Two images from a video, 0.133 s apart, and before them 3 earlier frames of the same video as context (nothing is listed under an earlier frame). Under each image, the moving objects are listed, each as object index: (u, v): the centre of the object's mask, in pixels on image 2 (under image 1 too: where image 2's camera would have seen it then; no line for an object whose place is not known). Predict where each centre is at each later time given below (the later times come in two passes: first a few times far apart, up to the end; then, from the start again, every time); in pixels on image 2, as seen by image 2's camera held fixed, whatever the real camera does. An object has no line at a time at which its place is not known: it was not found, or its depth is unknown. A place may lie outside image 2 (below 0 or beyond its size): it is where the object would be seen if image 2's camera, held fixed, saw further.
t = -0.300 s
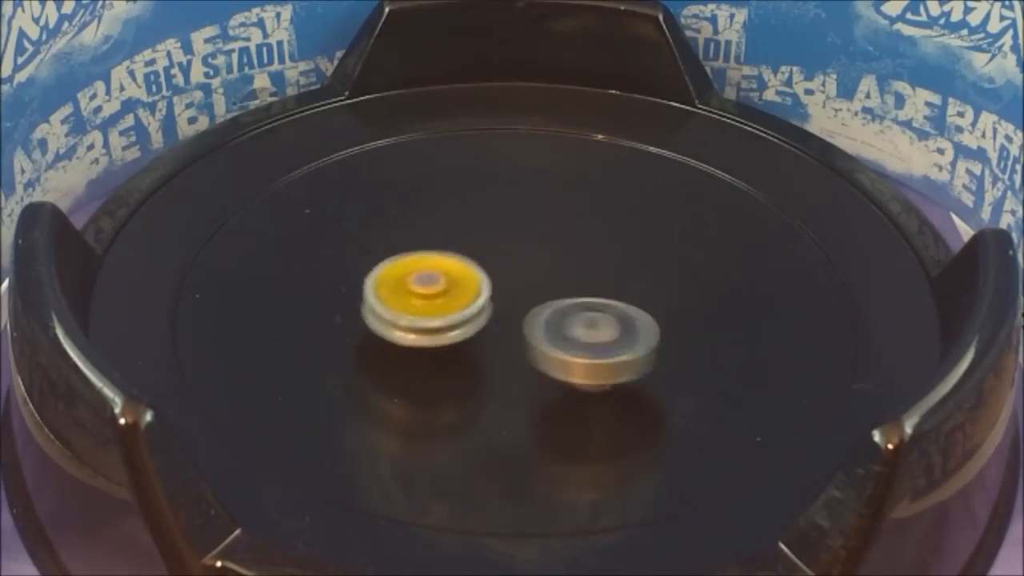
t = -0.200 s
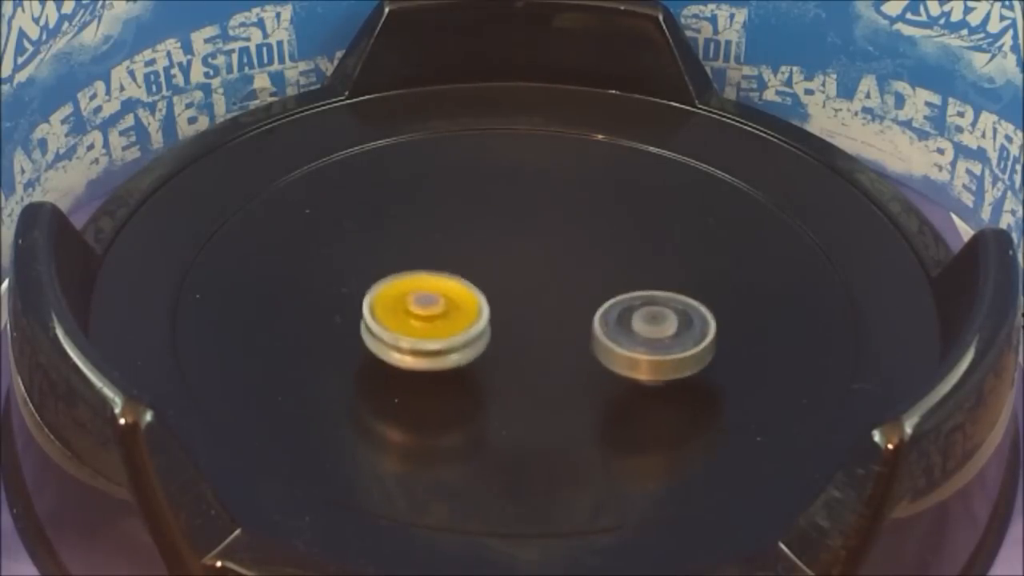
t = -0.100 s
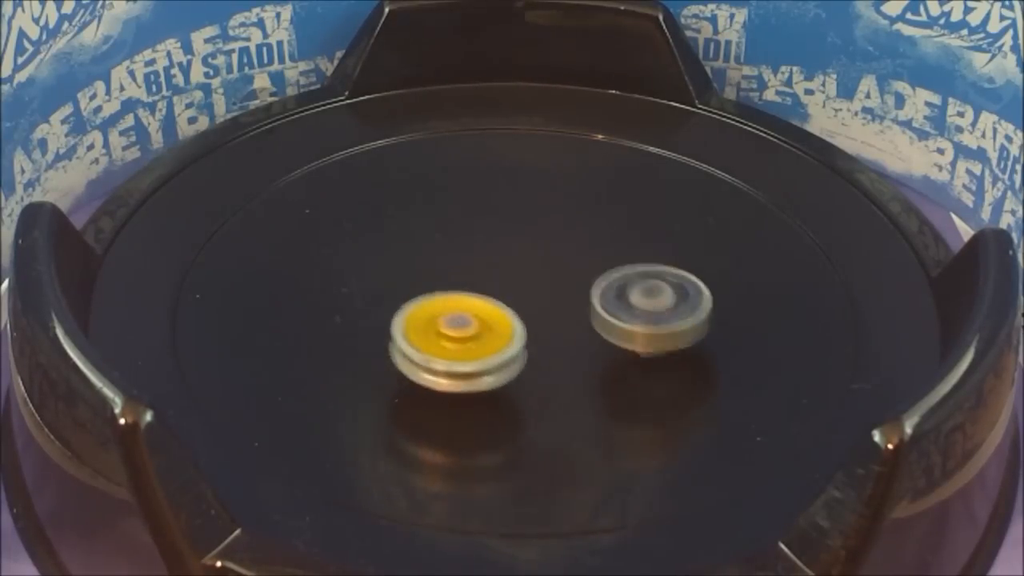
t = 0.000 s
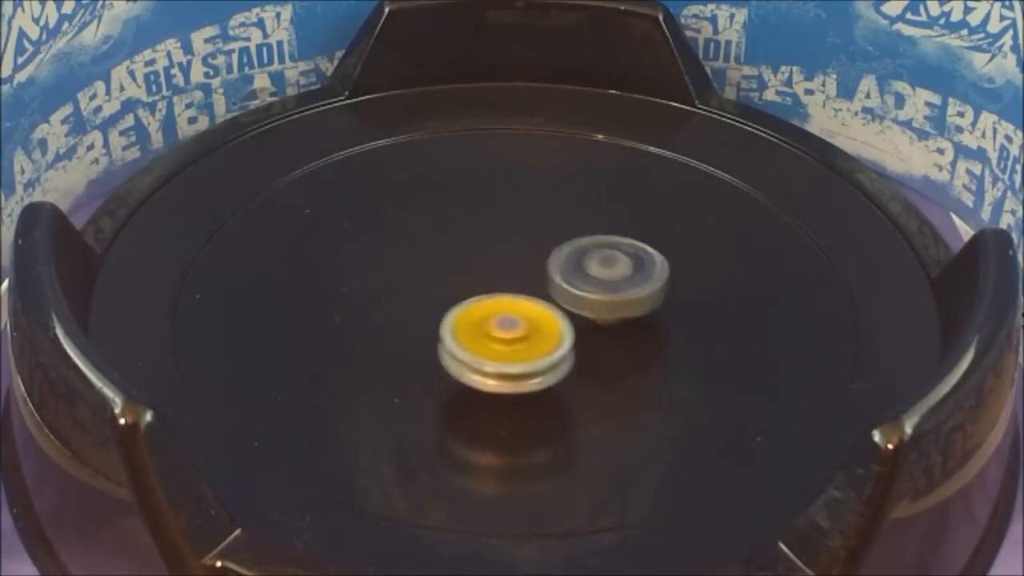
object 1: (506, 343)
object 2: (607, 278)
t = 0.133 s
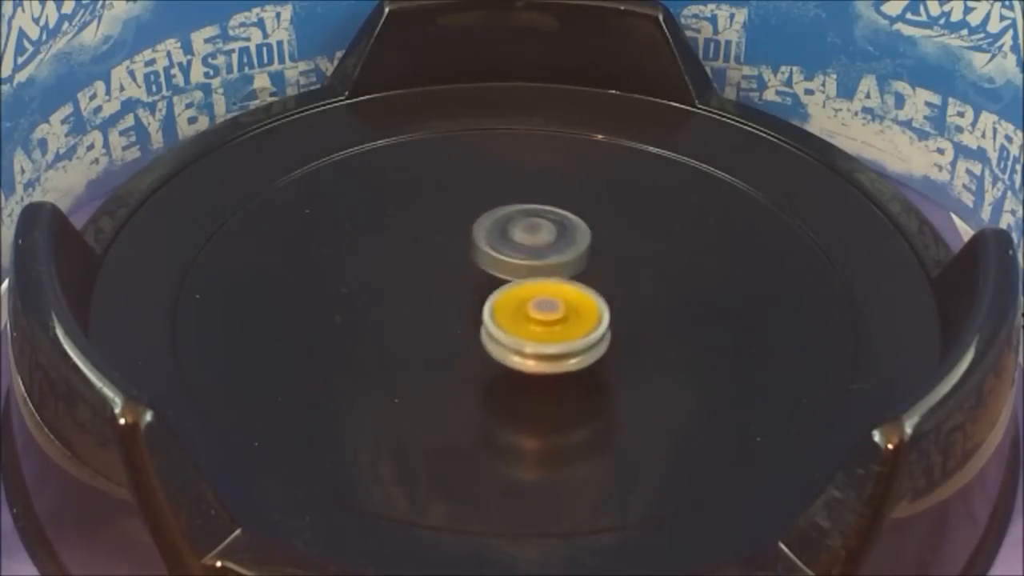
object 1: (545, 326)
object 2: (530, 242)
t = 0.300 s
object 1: (532, 293)
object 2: (427, 247)
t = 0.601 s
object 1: (513, 287)
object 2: (357, 333)
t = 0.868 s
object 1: (523, 266)
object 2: (517, 372)
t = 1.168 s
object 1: (467, 248)
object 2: (591, 281)
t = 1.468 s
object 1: (415, 310)
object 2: (573, 228)
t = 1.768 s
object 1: (553, 327)
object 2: (479, 237)
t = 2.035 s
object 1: (586, 259)
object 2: (452, 252)
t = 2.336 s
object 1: (554, 233)
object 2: (415, 289)
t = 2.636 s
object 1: (561, 262)
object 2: (478, 324)
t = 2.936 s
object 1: (605, 267)
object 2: (505, 315)
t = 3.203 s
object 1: (595, 263)
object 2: (485, 307)
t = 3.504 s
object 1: (598, 286)
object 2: (463, 313)
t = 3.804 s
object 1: (629, 293)
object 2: (437, 307)
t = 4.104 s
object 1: (608, 304)
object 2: (428, 306)
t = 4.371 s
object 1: (619, 293)
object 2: (397, 288)
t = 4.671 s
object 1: (590, 309)
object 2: (439, 291)
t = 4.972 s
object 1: (562, 319)
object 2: (454, 275)
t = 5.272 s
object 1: (543, 335)
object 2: (488, 257)
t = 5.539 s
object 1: (526, 338)
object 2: (517, 254)
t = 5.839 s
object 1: (488, 340)
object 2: (552, 250)
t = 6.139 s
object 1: (479, 340)
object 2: (549, 272)
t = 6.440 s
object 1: (447, 334)
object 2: (566, 270)
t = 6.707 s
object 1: (415, 314)
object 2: (577, 278)
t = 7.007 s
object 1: (417, 292)
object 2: (549, 292)
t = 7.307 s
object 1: (410, 271)
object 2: (565, 301)
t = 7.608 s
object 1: (443, 249)
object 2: (565, 309)
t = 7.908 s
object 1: (485, 240)
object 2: (541, 315)
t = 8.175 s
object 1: (529, 223)
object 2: (517, 346)
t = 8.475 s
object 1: (536, 228)
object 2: (526, 333)
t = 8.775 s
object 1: (582, 267)
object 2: (497, 335)
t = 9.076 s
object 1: (621, 299)
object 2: (476, 308)
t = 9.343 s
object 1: (619, 316)
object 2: (466, 298)
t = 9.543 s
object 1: (588, 333)
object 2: (457, 287)
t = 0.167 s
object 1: (549, 319)
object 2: (510, 238)
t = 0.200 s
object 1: (549, 312)
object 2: (488, 237)
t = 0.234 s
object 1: (546, 305)
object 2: (467, 238)
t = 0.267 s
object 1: (540, 298)
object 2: (445, 241)
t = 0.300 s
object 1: (532, 293)
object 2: (427, 247)
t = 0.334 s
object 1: (522, 288)
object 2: (411, 255)
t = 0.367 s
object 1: (522, 289)
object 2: (384, 259)
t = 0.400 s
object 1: (520, 288)
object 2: (362, 264)
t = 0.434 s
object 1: (519, 288)
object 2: (347, 271)
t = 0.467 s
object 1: (518, 287)
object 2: (338, 282)
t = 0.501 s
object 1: (517, 286)
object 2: (334, 295)
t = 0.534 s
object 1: (516, 286)
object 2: (337, 308)
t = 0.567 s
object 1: (515, 286)
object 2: (344, 320)
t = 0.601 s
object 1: (513, 287)
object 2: (357, 333)
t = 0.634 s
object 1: (512, 287)
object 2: (375, 344)
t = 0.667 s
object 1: (511, 288)
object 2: (397, 351)
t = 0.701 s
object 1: (512, 289)
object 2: (420, 356)
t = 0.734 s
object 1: (514, 289)
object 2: (446, 359)
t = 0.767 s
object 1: (516, 287)
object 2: (472, 358)
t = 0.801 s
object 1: (521, 281)
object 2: (487, 364)
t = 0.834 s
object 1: (524, 274)
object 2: (502, 371)
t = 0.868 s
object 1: (523, 266)
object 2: (517, 372)
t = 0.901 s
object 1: (520, 258)
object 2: (533, 370)
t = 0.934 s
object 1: (515, 251)
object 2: (551, 364)
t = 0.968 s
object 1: (508, 245)
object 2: (567, 356)
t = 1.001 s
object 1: (501, 241)
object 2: (581, 346)
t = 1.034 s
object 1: (493, 239)
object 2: (591, 333)
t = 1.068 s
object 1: (485, 239)
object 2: (597, 321)
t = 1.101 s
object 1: (477, 240)
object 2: (599, 307)
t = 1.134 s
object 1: (471, 243)
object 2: (597, 294)
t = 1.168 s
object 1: (467, 248)
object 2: (591, 281)
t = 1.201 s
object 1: (465, 253)
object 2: (582, 268)
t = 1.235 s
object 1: (446, 254)
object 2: (594, 261)
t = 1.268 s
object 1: (430, 258)
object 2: (608, 256)
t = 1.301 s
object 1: (418, 264)
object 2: (616, 252)
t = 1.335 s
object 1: (409, 272)
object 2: (616, 248)
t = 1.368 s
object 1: (404, 281)
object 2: (611, 243)
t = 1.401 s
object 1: (403, 291)
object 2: (601, 238)
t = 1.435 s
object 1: (407, 300)
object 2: (589, 233)
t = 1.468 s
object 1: (415, 310)
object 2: (573, 228)
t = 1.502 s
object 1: (426, 317)
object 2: (557, 227)
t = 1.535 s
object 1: (440, 323)
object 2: (540, 227)
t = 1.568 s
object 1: (457, 328)
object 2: (524, 230)
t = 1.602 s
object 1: (475, 330)
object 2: (510, 237)
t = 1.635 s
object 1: (493, 330)
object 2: (501, 242)
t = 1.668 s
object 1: (511, 329)
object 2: (492, 246)
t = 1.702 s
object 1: (531, 333)
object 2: (487, 243)
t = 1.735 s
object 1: (542, 332)
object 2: (484, 239)
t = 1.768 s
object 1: (553, 327)
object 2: (479, 237)
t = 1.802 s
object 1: (564, 318)
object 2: (476, 238)
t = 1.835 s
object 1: (573, 309)
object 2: (476, 241)
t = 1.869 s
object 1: (578, 299)
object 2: (477, 245)
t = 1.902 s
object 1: (585, 291)
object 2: (475, 248)
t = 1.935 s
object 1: (591, 284)
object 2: (465, 247)
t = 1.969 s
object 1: (592, 275)
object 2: (457, 248)
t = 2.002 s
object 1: (590, 266)
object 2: (453, 249)
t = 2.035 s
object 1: (586, 259)
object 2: (452, 252)
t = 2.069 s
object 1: (579, 252)
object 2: (454, 256)
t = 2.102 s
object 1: (572, 247)
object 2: (455, 262)
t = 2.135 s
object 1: (579, 243)
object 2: (432, 267)
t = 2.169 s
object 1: (578, 240)
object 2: (412, 273)
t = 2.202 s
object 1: (574, 237)
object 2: (400, 277)
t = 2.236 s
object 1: (570, 234)
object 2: (395, 281)
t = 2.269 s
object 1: (565, 232)
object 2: (398, 284)
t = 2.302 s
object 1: (560, 232)
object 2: (405, 286)
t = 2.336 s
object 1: (554, 233)
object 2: (415, 289)
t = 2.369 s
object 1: (548, 235)
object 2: (426, 292)
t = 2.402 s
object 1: (543, 239)
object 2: (438, 294)
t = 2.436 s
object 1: (540, 242)
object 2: (450, 297)
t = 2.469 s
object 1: (541, 247)
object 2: (459, 302)
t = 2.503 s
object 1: (545, 250)
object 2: (459, 310)
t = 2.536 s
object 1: (548, 254)
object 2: (461, 316)
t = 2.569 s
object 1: (552, 257)
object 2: (465, 321)
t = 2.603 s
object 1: (556, 260)
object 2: (471, 323)
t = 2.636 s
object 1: (561, 262)
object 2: (478, 324)
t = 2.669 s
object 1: (566, 264)
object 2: (485, 324)
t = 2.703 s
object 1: (571, 266)
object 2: (492, 323)
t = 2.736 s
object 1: (578, 267)
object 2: (495, 324)
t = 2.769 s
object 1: (584, 268)
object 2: (496, 324)
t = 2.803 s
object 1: (589, 268)
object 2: (498, 324)
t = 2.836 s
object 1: (594, 268)
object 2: (501, 322)
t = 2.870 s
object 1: (597, 267)
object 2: (504, 319)
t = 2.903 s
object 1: (600, 267)
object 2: (507, 317)
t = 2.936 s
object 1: (605, 267)
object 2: (505, 315)
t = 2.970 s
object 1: (609, 265)
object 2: (496, 316)
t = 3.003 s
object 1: (611, 262)
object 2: (490, 316)
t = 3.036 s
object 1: (612, 260)
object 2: (485, 315)
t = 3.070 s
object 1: (611, 259)
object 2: (482, 314)
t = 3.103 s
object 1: (608, 258)
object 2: (481, 312)
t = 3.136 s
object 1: (604, 259)
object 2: (481, 310)
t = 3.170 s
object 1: (600, 260)
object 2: (483, 309)
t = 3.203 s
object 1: (595, 263)
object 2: (485, 307)
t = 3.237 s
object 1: (592, 266)
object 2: (487, 307)
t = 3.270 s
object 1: (592, 269)
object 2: (481, 308)
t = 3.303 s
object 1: (594, 271)
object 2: (471, 311)
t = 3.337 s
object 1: (596, 273)
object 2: (464, 312)
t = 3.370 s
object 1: (598, 275)
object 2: (459, 314)
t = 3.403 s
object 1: (598, 278)
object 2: (457, 314)
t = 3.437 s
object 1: (599, 280)
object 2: (458, 314)
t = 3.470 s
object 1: (599, 283)
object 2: (460, 314)
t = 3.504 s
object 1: (598, 286)
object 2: (463, 313)
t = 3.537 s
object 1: (597, 289)
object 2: (467, 313)
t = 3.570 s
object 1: (595, 292)
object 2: (472, 312)
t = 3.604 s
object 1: (599, 295)
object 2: (470, 311)
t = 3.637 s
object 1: (608, 297)
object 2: (455, 311)
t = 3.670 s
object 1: (615, 296)
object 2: (444, 310)
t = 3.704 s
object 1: (621, 296)
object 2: (438, 309)
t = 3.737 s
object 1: (625, 295)
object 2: (434, 308)
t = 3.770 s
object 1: (628, 294)
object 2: (435, 307)
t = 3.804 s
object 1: (629, 293)
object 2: (437, 307)
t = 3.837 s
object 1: (629, 293)
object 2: (440, 307)
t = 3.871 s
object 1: (626, 292)
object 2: (445, 307)
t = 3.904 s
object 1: (622, 292)
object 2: (450, 307)
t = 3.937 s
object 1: (616, 293)
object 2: (454, 308)
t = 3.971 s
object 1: (610, 295)
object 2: (459, 309)
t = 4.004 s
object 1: (603, 296)
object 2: (462, 309)
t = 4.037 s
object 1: (595, 299)
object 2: (465, 310)
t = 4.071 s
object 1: (593, 302)
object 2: (460, 309)
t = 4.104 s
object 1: (608, 304)
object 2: (428, 306)
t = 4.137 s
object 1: (618, 304)
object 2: (401, 302)
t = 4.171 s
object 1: (624, 303)
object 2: (382, 298)
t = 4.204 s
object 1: (628, 301)
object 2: (371, 294)
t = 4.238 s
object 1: (631, 299)
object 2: (367, 291)
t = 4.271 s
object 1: (631, 297)
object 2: (368, 289)
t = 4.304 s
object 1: (629, 295)
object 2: (375, 288)
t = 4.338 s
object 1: (625, 294)
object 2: (385, 288)
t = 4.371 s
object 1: (619, 293)
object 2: (397, 288)
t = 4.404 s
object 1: (611, 293)
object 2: (410, 290)
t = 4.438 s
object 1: (603, 294)
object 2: (425, 291)
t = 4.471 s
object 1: (594, 296)
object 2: (438, 292)
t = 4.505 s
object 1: (585, 298)
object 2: (450, 293)
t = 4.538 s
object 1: (582, 301)
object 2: (454, 294)
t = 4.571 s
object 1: (585, 304)
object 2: (448, 293)
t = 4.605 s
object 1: (587, 306)
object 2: (444, 293)
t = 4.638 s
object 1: (589, 308)
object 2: (442, 292)
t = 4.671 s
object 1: (590, 309)
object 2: (439, 291)
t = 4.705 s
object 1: (591, 311)
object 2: (438, 290)
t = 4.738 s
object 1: (590, 312)
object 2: (438, 288)
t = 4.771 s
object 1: (589, 313)
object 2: (439, 287)
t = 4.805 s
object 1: (586, 314)
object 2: (440, 285)
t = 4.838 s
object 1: (583, 315)
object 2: (442, 283)
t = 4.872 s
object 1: (578, 316)
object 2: (445, 281)
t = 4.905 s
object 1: (573, 317)
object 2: (447, 279)
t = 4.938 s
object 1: (568, 318)
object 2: (451, 277)
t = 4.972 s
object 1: (562, 319)
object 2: (454, 275)
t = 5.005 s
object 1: (559, 322)
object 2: (454, 271)
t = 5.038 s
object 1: (557, 325)
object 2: (455, 267)
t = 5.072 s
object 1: (556, 327)
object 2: (456, 264)
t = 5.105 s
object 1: (555, 329)
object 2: (459, 261)
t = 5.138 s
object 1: (553, 331)
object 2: (464, 259)
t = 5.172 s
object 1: (551, 332)
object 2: (469, 257)
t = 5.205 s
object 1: (548, 334)
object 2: (475, 257)
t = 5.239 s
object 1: (546, 335)
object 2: (481, 257)
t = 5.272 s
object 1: (543, 335)
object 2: (488, 257)
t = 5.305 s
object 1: (541, 335)
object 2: (494, 258)
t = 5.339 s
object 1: (538, 336)
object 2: (498, 258)
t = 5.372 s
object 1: (536, 338)
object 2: (502, 256)
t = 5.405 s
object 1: (535, 339)
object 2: (505, 255)
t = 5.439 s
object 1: (533, 339)
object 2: (508, 254)
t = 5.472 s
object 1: (531, 339)
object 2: (511, 254)
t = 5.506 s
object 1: (529, 339)
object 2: (514, 253)
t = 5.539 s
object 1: (526, 338)
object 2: (517, 254)
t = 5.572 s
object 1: (523, 336)
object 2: (520, 254)
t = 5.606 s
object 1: (520, 335)
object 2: (523, 254)
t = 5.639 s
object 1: (516, 336)
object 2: (526, 254)
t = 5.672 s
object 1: (513, 335)
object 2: (529, 253)
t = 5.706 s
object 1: (509, 334)
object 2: (532, 254)
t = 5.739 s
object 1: (505, 333)
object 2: (536, 255)
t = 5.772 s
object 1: (500, 333)
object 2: (539, 256)
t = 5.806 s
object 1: (493, 337)
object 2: (545, 253)
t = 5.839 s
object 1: (488, 340)
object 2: (552, 250)
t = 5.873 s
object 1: (484, 342)
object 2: (556, 249)
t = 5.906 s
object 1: (481, 345)
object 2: (560, 249)
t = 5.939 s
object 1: (479, 346)
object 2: (562, 250)
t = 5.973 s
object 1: (478, 347)
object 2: (562, 253)
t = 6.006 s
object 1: (478, 348)
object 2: (560, 257)
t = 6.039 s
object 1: (478, 347)
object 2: (558, 262)
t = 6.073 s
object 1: (479, 345)
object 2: (554, 266)
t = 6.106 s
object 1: (479, 343)
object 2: (552, 269)
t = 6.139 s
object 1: (479, 340)
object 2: (549, 272)
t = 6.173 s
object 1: (472, 339)
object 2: (552, 271)
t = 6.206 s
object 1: (464, 340)
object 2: (560, 267)
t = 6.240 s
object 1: (459, 341)
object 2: (566, 264)
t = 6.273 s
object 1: (455, 341)
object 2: (570, 262)
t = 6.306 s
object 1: (452, 341)
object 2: (573, 261)
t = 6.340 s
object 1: (449, 340)
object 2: (574, 262)
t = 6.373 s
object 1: (448, 339)
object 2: (573, 264)
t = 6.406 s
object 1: (447, 336)
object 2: (571, 266)
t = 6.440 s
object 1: (447, 334)
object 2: (566, 270)
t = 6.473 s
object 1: (446, 331)
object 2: (561, 273)
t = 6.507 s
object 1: (446, 327)
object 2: (557, 277)
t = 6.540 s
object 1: (447, 324)
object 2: (552, 279)
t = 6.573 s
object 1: (441, 320)
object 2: (553, 280)
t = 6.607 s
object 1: (432, 318)
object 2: (562, 278)
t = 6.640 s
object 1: (425, 317)
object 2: (569, 278)
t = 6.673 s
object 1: (420, 315)
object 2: (574, 277)
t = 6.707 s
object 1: (415, 314)
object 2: (577, 278)
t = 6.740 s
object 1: (411, 312)
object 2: (576, 280)
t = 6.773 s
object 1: (409, 310)
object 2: (574, 281)
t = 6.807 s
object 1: (408, 309)
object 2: (571, 283)
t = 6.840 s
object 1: (408, 307)
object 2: (566, 285)
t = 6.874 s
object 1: (409, 304)
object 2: (560, 286)
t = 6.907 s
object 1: (412, 302)
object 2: (555, 288)
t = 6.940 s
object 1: (415, 299)
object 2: (550, 290)
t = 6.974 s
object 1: (419, 296)
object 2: (545, 291)
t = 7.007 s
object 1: (417, 292)
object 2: (549, 292)
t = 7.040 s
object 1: (411, 287)
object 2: (562, 294)
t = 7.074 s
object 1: (406, 284)
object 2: (572, 296)
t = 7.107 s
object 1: (403, 281)
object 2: (579, 297)
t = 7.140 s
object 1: (401, 279)
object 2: (582, 298)
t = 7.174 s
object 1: (400, 277)
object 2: (583, 299)
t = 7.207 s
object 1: (400, 275)
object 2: (581, 300)
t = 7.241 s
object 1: (402, 274)
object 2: (577, 301)
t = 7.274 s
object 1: (405, 272)
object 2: (572, 301)
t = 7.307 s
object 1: (410, 271)
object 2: (565, 301)
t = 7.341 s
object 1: (415, 270)
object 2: (560, 299)
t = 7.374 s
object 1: (422, 269)
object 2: (555, 299)
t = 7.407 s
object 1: (429, 267)
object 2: (550, 298)
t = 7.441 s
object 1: (434, 265)
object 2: (548, 298)
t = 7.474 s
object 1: (437, 261)
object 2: (556, 301)
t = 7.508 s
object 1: (438, 257)
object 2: (561, 304)
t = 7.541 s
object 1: (439, 254)
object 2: (564, 306)
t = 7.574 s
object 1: (441, 251)
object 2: (566, 308)
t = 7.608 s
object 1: (443, 249)
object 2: (565, 309)
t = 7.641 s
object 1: (446, 247)
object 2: (563, 310)
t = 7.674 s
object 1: (449, 246)
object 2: (559, 309)
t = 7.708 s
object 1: (454, 246)
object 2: (555, 309)
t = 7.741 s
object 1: (458, 245)
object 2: (551, 308)
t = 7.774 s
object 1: (463, 245)
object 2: (546, 307)
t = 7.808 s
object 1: (469, 244)
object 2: (542, 307)
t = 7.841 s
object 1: (474, 242)
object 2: (543, 310)
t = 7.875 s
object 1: (480, 241)
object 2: (542, 313)
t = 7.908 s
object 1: (485, 240)
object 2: (541, 315)
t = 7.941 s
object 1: (490, 240)
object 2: (539, 316)
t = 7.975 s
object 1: (495, 239)
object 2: (537, 317)
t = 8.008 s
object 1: (502, 239)
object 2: (534, 317)
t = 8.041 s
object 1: (508, 239)
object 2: (531, 316)
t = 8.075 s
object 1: (516, 239)
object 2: (527, 318)
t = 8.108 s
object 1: (523, 234)
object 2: (524, 330)
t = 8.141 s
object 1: (527, 228)
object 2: (521, 339)
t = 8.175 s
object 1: (529, 223)
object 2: (517, 346)
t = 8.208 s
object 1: (531, 219)
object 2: (515, 350)
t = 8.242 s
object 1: (532, 215)
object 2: (514, 352)
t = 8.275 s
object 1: (532, 213)
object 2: (513, 352)
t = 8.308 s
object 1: (532, 212)
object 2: (513, 350)
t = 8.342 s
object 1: (532, 213)
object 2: (516, 346)
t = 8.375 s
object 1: (532, 215)
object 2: (519, 343)
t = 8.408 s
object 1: (533, 218)
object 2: (521, 340)
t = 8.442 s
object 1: (534, 223)
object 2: (524, 336)
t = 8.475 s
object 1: (536, 228)
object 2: (526, 333)
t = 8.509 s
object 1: (539, 234)
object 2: (528, 329)
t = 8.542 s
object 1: (542, 239)
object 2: (529, 326)
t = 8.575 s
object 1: (547, 243)
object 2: (529, 323)
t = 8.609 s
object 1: (553, 248)
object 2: (526, 326)
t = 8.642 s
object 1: (559, 251)
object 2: (519, 332)
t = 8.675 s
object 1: (565, 255)
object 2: (513, 335)
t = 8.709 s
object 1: (570, 259)
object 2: (507, 336)
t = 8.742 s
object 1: (576, 263)
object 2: (501, 336)
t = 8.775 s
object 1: (582, 267)
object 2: (497, 335)
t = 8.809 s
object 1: (588, 270)
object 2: (494, 333)
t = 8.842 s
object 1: (593, 274)
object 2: (492, 330)
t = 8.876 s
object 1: (597, 278)
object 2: (491, 327)
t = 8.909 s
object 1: (602, 282)
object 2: (490, 323)
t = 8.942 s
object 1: (605, 286)
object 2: (490, 319)
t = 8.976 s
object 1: (609, 289)
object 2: (490, 315)
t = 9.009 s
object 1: (611, 293)
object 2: (490, 313)
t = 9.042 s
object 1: (616, 297)
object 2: (483, 310)
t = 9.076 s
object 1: (621, 299)
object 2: (476, 308)
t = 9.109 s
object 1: (626, 302)
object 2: (471, 306)
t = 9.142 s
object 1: (629, 304)
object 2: (468, 304)
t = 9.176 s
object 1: (630, 306)
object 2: (467, 303)
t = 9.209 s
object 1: (630, 308)
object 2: (466, 302)
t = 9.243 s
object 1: (630, 310)
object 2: (465, 301)
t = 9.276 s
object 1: (628, 312)
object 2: (465, 300)
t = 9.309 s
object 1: (624, 314)
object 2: (466, 299)
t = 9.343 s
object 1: (619, 316)
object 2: (466, 298)
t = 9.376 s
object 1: (614, 318)
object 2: (467, 298)
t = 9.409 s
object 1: (607, 320)
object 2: (468, 297)
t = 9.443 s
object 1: (600, 322)
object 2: (468, 296)
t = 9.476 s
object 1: (592, 324)
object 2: (469, 295)
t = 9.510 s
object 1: (586, 329)
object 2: (468, 293)
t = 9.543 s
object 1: (588, 333)
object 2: (457, 287)
